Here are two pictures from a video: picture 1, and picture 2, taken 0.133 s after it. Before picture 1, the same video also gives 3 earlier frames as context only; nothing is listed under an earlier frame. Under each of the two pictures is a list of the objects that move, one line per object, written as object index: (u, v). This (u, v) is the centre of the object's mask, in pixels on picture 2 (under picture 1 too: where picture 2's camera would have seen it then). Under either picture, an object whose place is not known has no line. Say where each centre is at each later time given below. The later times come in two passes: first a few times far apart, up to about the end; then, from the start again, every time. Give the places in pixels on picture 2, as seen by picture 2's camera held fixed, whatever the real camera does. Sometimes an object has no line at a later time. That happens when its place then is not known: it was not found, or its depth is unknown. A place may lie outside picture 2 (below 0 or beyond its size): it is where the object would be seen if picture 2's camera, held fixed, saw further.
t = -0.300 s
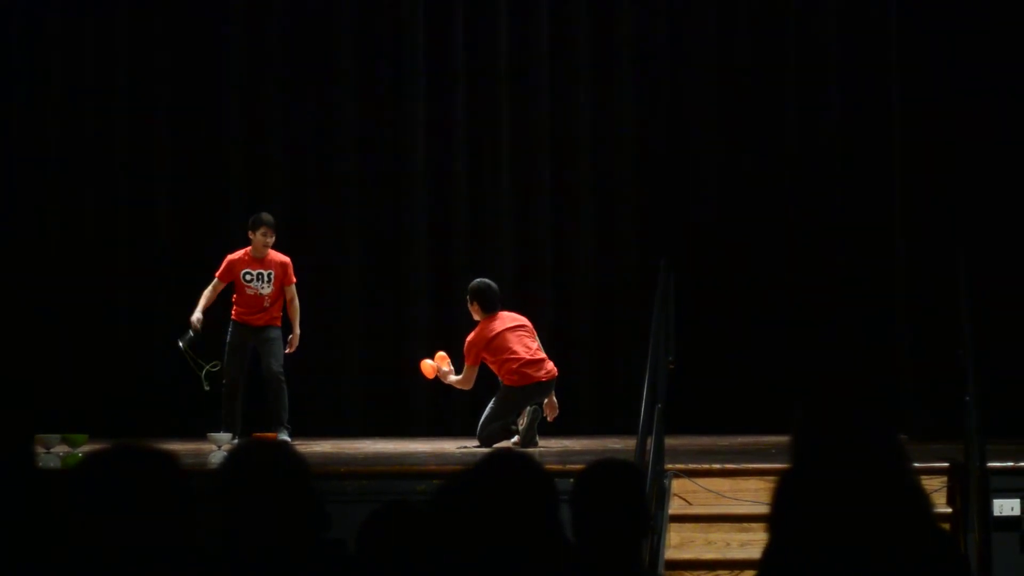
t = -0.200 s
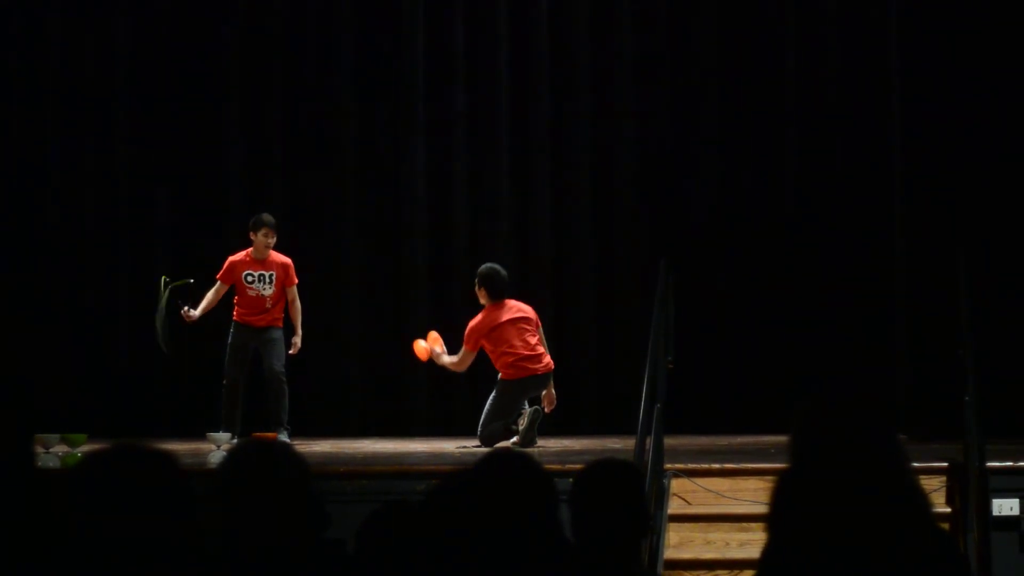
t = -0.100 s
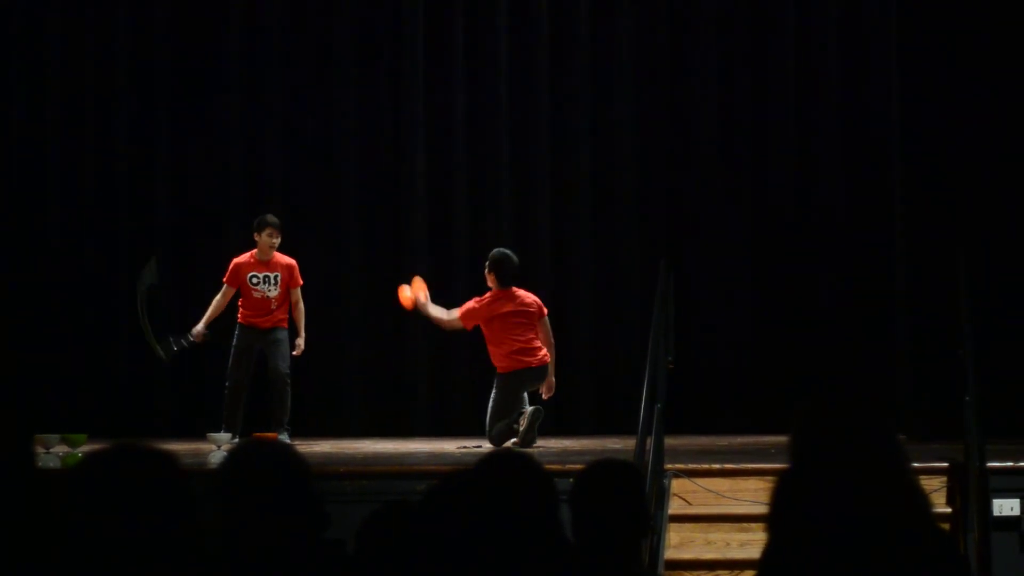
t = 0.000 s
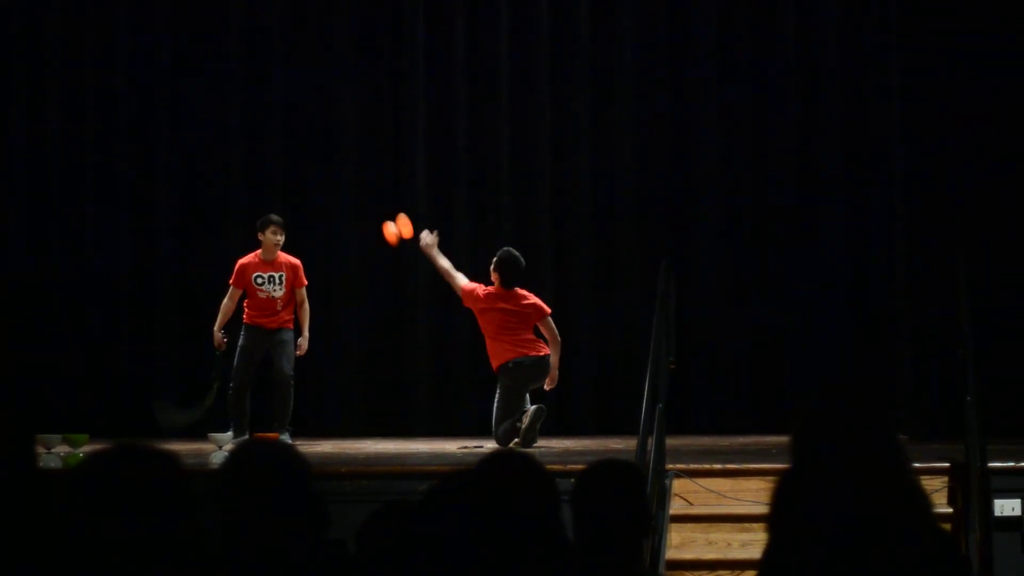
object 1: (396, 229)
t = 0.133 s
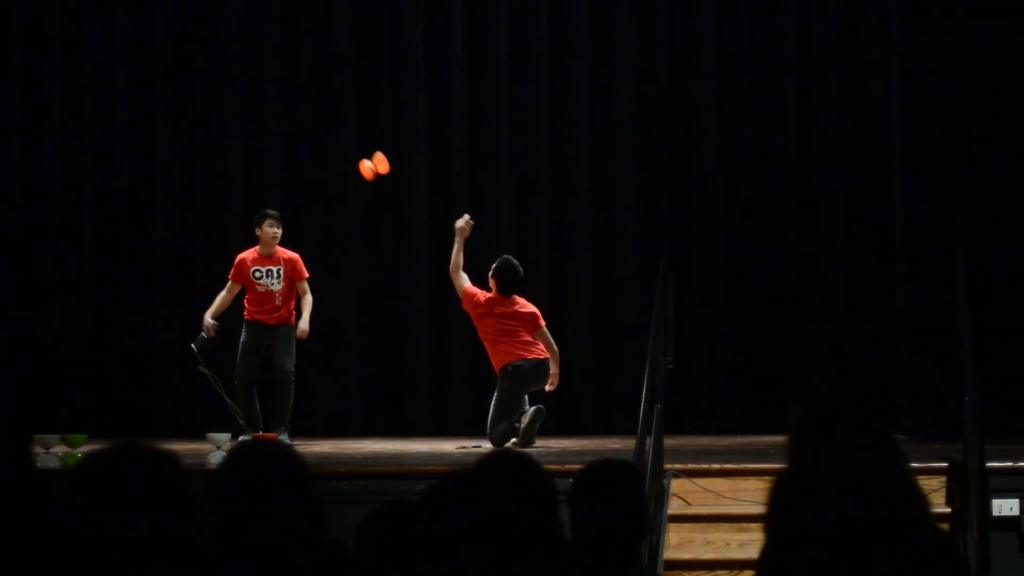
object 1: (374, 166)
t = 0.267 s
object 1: (352, 129)
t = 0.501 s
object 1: (314, 128)
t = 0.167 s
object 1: (368, 155)
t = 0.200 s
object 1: (362, 145)
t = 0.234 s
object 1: (357, 136)
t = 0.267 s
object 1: (352, 129)
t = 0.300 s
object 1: (346, 124)
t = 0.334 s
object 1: (341, 121)
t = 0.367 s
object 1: (336, 119)
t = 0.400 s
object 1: (330, 119)
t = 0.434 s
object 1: (325, 120)
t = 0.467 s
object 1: (320, 123)
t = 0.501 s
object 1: (314, 128)
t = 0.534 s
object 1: (310, 134)
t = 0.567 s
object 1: (304, 142)
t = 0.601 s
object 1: (299, 152)
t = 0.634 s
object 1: (294, 163)
